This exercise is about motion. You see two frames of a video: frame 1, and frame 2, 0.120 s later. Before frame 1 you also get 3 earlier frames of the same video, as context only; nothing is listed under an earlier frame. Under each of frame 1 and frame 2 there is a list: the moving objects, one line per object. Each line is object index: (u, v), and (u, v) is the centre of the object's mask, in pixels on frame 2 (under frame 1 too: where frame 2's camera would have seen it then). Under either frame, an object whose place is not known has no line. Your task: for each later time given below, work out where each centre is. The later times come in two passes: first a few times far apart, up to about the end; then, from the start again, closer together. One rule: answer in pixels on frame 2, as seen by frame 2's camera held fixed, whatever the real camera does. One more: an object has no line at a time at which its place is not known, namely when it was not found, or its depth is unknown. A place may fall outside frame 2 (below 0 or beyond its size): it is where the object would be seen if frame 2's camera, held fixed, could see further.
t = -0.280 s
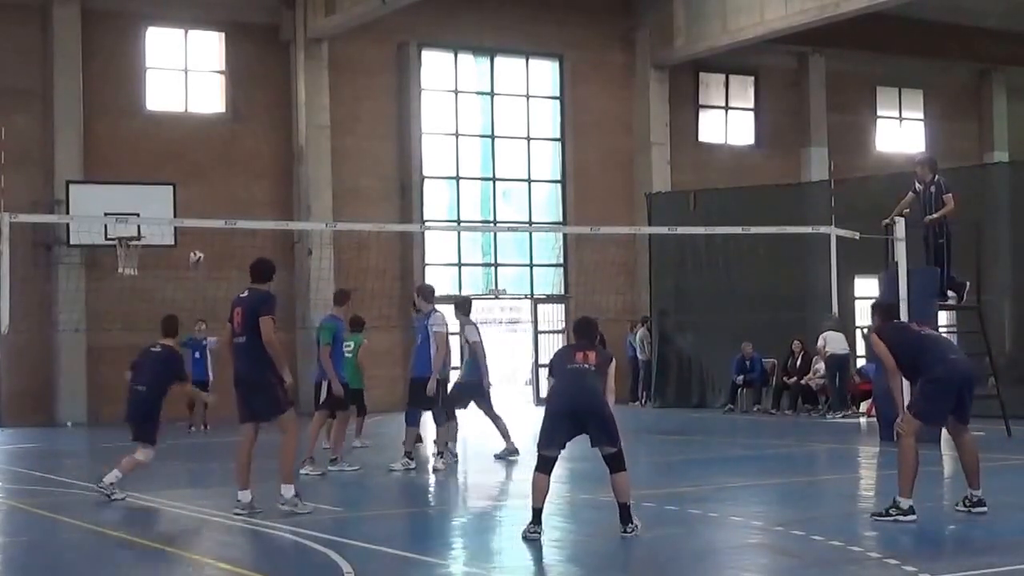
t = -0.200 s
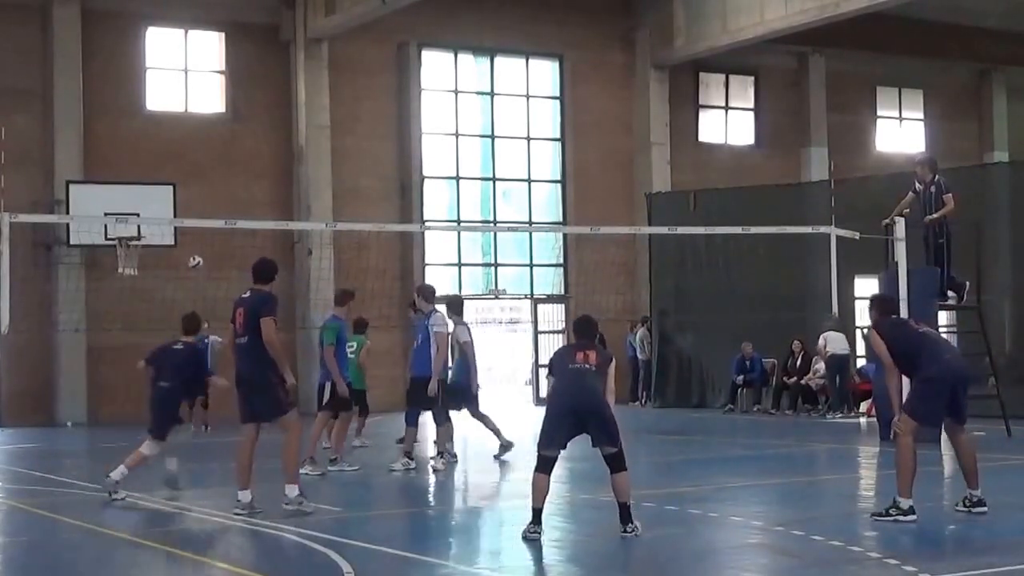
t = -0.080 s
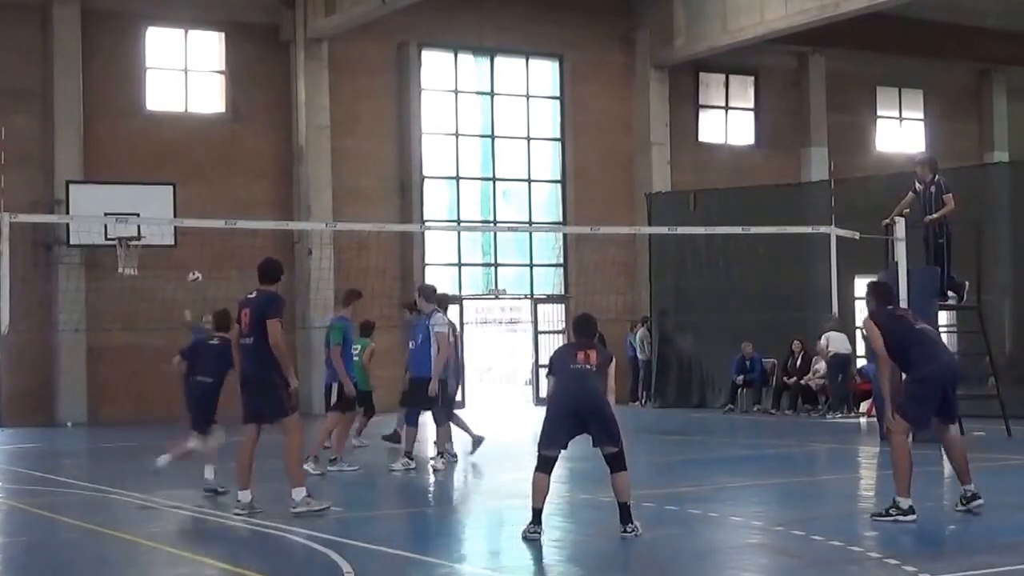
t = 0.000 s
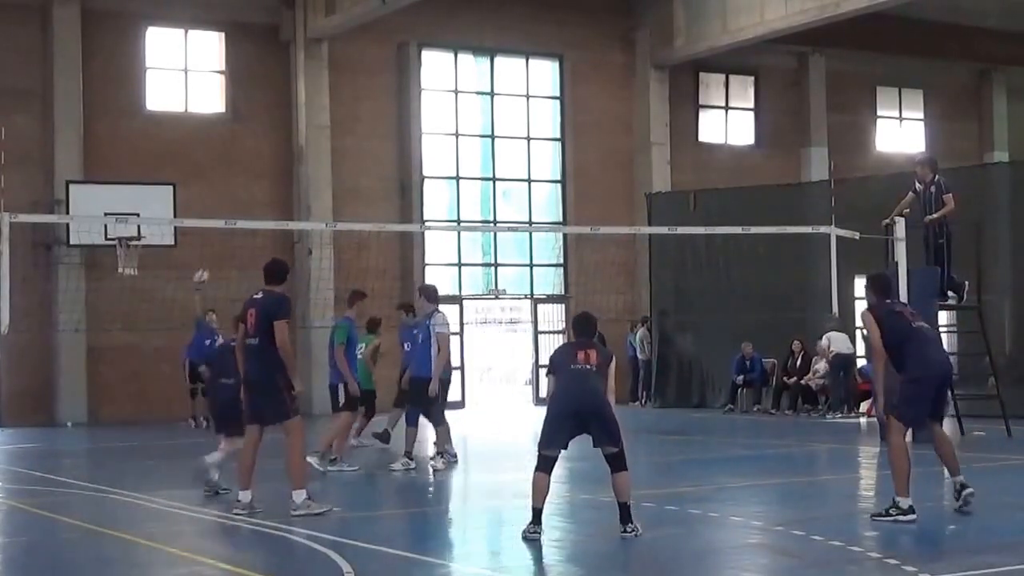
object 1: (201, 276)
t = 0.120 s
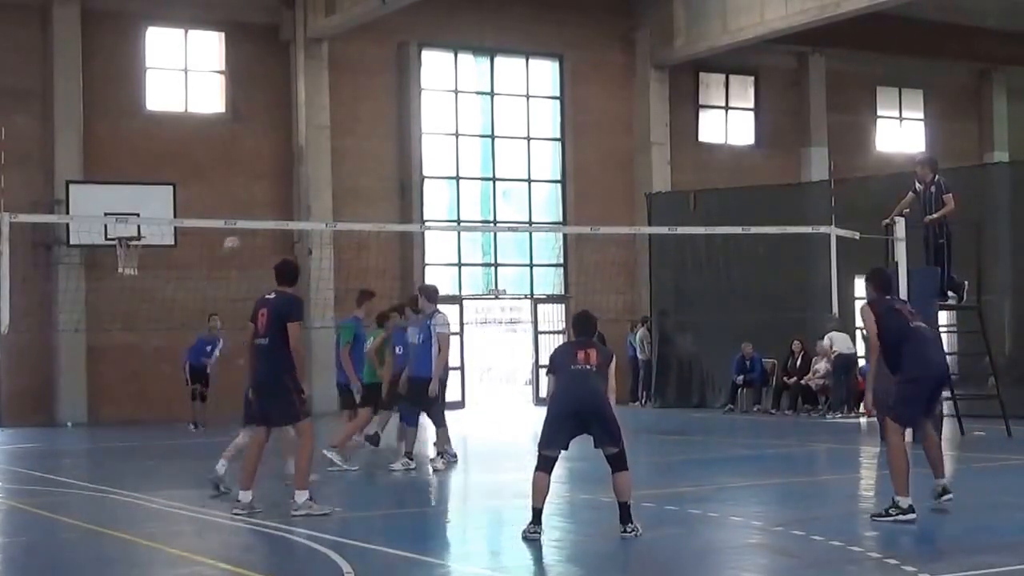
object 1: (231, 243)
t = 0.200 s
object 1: (250, 228)
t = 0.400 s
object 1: (308, 197)
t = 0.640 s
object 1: (406, 208)
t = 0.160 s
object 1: (242, 234)
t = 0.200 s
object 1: (250, 228)
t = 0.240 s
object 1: (264, 215)
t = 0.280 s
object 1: (275, 211)
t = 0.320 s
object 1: (286, 205)
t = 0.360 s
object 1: (297, 199)
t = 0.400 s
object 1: (308, 197)
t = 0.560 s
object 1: (371, 197)
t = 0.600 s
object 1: (387, 201)
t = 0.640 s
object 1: (406, 208)
